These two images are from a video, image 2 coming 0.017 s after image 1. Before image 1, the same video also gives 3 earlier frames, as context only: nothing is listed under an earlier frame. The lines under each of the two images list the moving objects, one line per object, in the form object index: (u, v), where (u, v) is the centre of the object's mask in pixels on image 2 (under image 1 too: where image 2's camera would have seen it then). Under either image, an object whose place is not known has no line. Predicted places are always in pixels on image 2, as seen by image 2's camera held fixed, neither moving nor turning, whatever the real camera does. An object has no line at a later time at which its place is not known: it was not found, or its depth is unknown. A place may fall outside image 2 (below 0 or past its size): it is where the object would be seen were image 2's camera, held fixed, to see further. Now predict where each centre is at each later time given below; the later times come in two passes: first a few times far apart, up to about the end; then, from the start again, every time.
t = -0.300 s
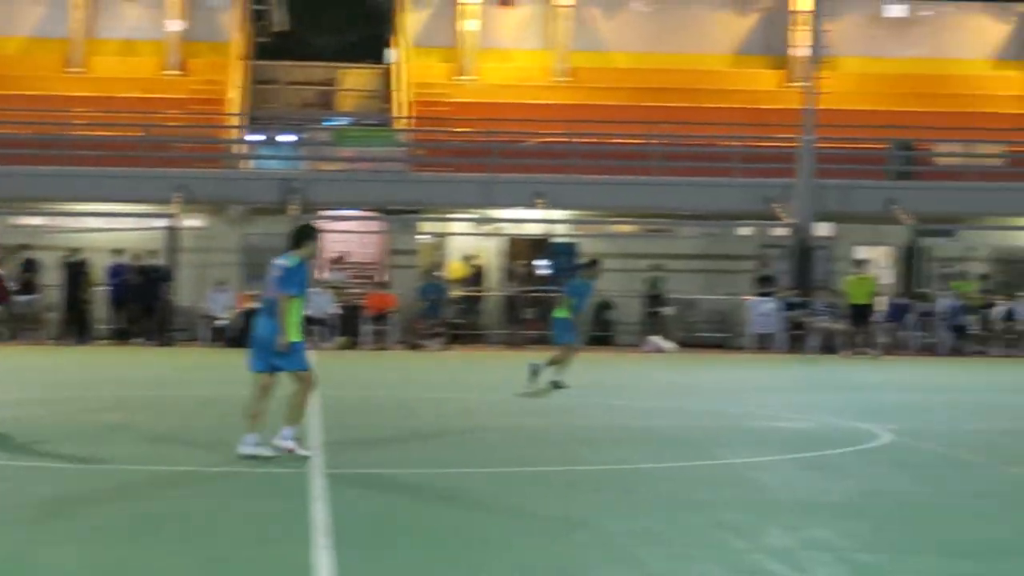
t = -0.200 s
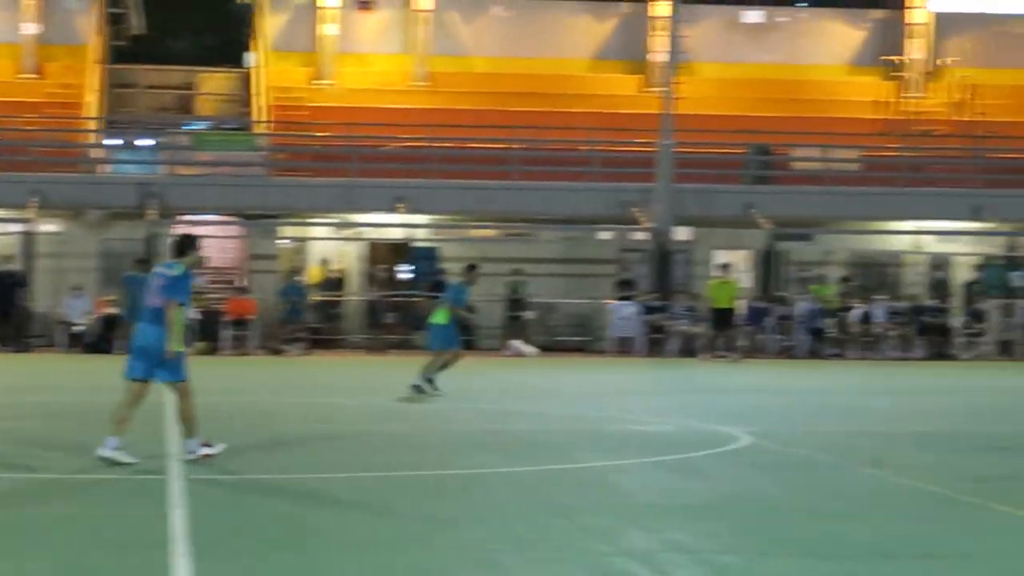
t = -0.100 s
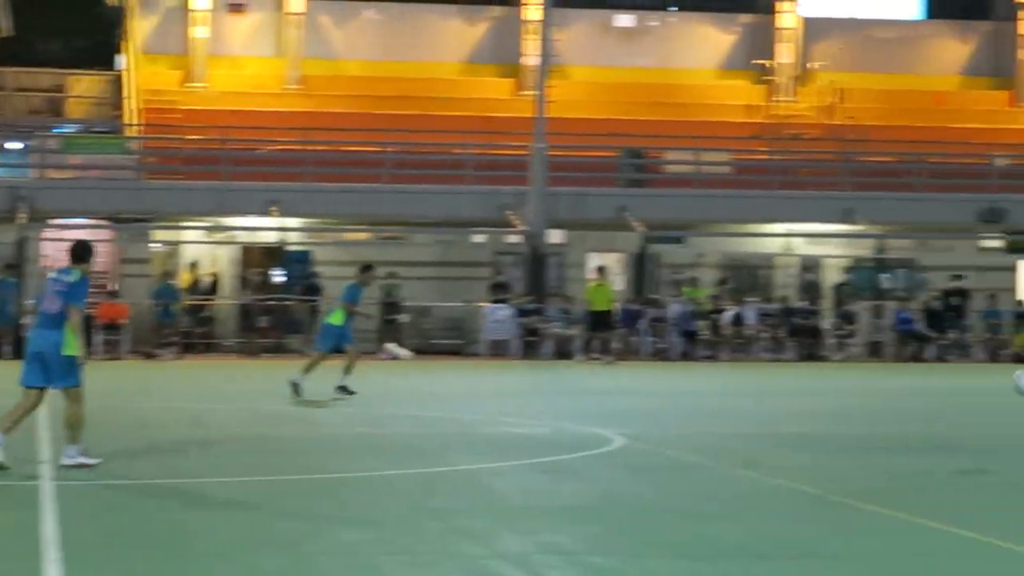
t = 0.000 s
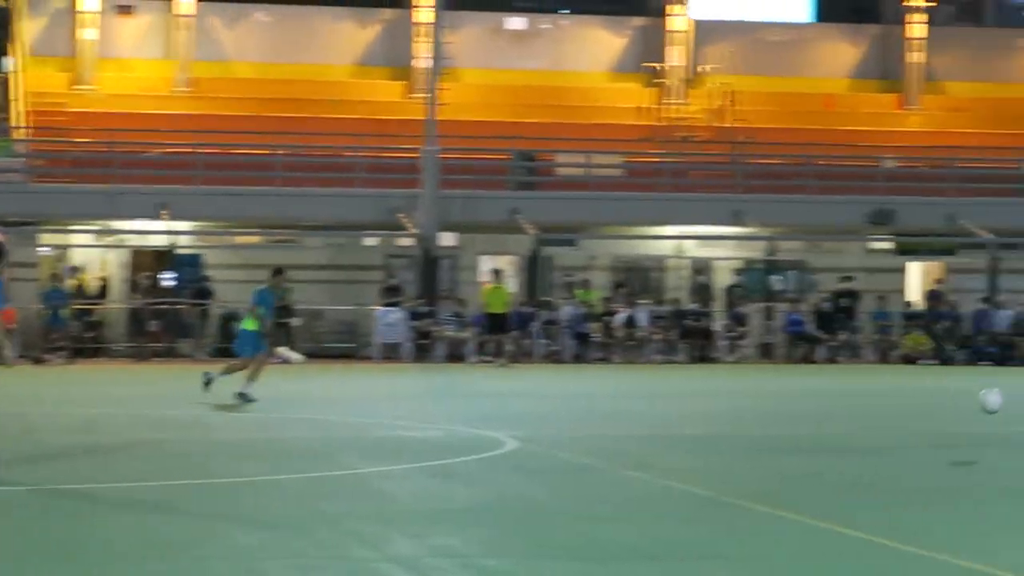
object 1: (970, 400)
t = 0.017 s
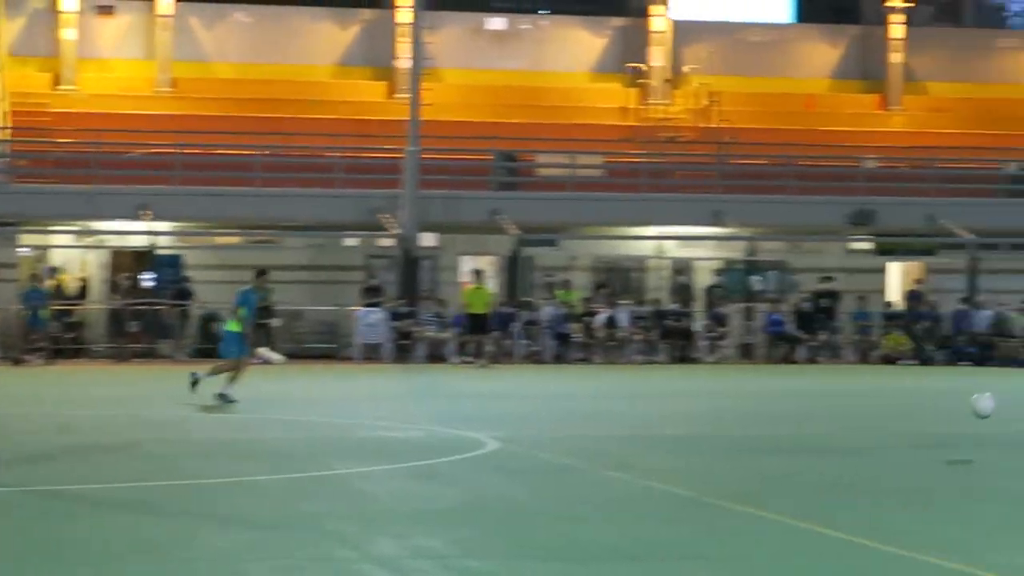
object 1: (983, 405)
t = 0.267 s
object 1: (1136, 399)
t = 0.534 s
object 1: (1277, 388)
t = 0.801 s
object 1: (1408, 422)
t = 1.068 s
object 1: (1528, 400)
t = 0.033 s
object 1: (994, 410)
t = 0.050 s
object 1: (1006, 415)
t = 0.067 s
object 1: (1018, 420)
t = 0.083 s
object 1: (1031, 426)
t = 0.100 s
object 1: (1042, 432)
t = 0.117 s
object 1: (1054, 438)
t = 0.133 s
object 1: (1063, 435)
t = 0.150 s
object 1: (1072, 428)
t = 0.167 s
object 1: (1082, 423)
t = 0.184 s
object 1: (1091, 418)
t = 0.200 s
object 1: (1100, 414)
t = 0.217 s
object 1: (1109, 410)
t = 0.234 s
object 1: (1118, 406)
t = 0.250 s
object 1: (1127, 402)
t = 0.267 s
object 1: (1136, 399)
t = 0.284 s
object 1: (1145, 395)
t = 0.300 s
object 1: (1154, 392)
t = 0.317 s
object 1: (1163, 390)
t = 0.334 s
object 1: (1172, 387)
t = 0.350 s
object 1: (1181, 385)
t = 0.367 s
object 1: (1190, 383)
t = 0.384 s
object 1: (1199, 382)
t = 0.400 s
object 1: (1208, 382)
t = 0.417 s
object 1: (1217, 381)
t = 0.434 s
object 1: (1226, 381)
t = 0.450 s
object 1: (1234, 381)
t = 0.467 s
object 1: (1243, 382)
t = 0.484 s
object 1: (1251, 383)
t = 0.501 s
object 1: (1260, 384)
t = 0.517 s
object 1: (1269, 386)
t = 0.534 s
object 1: (1277, 388)
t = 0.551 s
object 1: (1285, 390)
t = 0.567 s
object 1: (1294, 393)
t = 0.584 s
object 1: (1303, 397)
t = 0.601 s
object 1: (1311, 400)
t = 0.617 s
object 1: (1320, 403)
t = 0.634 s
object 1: (1328, 406)
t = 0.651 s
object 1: (1336, 410)
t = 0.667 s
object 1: (1345, 415)
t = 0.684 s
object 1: (1352, 421)
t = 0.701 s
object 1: (1361, 425)
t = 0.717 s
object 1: (1369, 431)
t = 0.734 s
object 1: (1378, 436)
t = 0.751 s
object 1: (1385, 434)
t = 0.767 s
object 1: (1393, 430)
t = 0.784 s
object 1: (1400, 425)
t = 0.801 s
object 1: (1408, 422)
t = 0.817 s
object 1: (1415, 417)
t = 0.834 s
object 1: (1423, 413)
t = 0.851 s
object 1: (1432, 410)
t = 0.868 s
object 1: (1439, 408)
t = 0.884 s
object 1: (1447, 405)
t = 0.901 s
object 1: (1453, 404)
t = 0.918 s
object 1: (1461, 402)
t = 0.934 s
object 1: (1469, 400)
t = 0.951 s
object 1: (1476, 399)
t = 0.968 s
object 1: (1484, 398)
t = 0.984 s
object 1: (1492, 398)
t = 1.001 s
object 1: (1499, 398)
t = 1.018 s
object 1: (1507, 398)
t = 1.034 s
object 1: (1514, 398)
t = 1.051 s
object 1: (1521, 399)
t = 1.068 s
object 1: (1528, 400)
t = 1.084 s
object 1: (1535, 403)
